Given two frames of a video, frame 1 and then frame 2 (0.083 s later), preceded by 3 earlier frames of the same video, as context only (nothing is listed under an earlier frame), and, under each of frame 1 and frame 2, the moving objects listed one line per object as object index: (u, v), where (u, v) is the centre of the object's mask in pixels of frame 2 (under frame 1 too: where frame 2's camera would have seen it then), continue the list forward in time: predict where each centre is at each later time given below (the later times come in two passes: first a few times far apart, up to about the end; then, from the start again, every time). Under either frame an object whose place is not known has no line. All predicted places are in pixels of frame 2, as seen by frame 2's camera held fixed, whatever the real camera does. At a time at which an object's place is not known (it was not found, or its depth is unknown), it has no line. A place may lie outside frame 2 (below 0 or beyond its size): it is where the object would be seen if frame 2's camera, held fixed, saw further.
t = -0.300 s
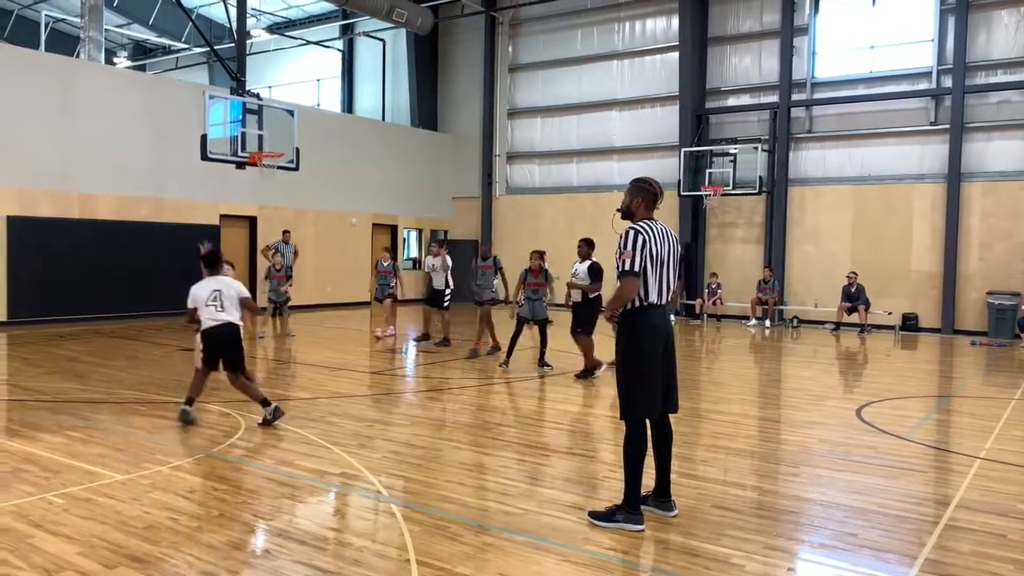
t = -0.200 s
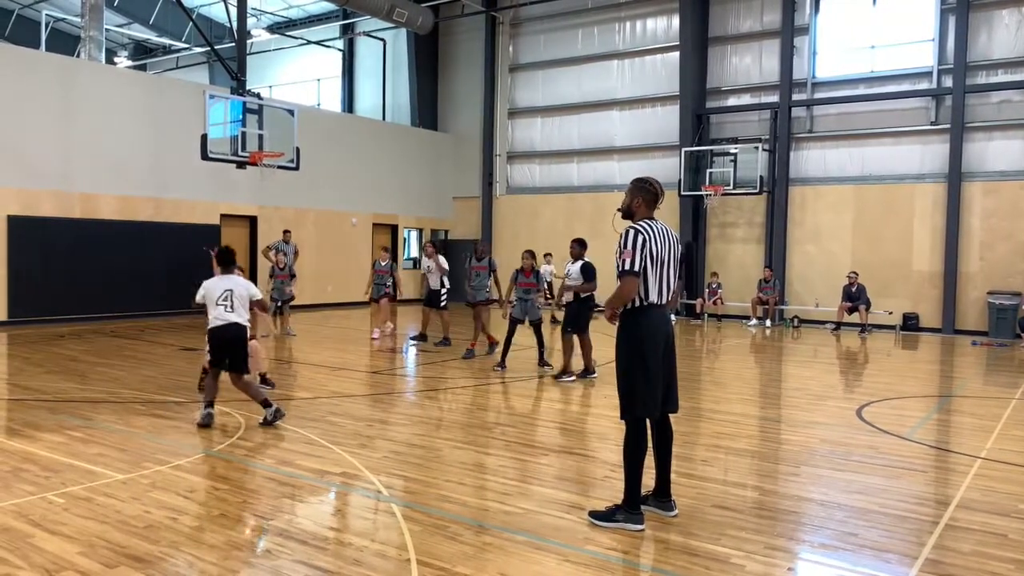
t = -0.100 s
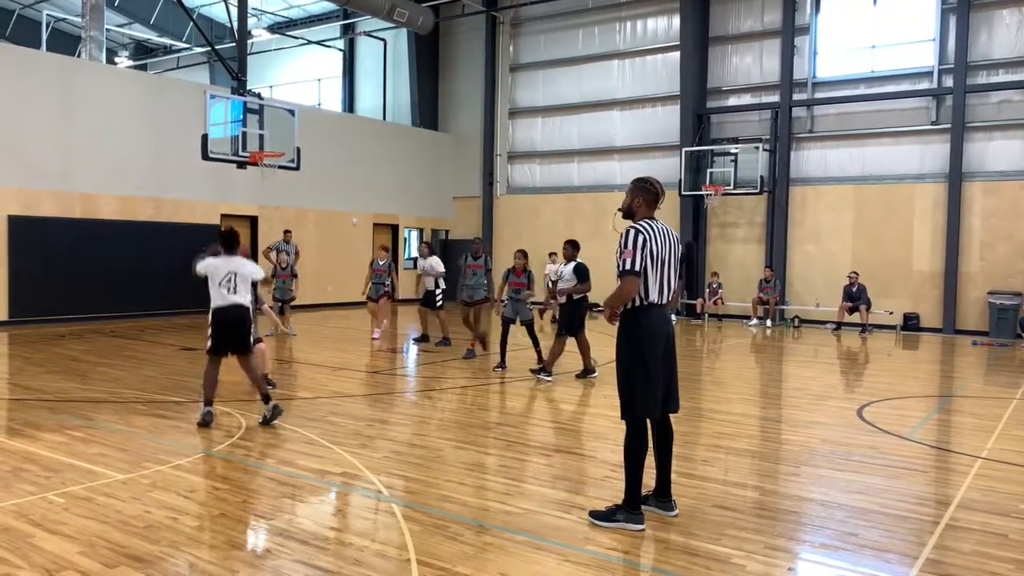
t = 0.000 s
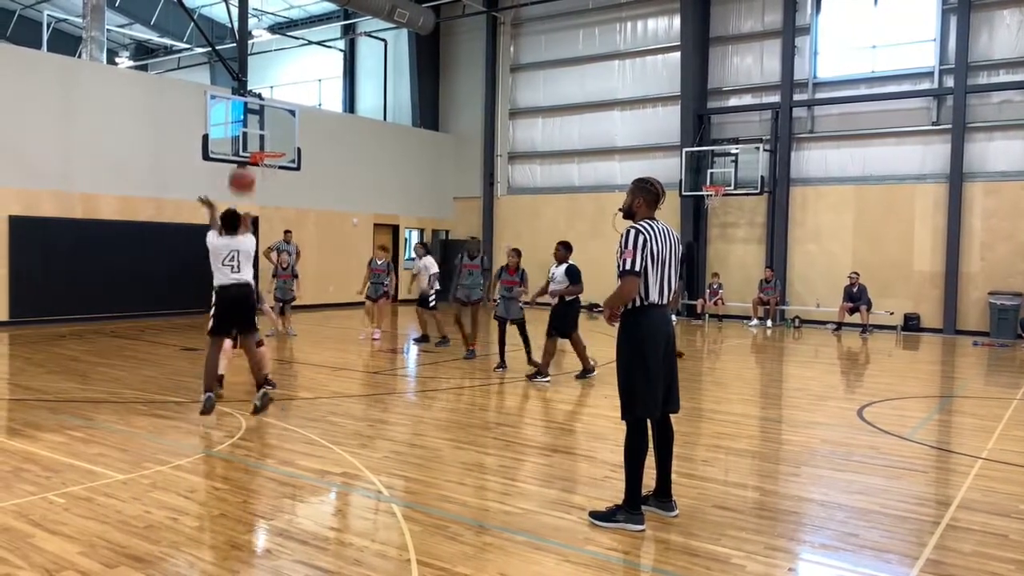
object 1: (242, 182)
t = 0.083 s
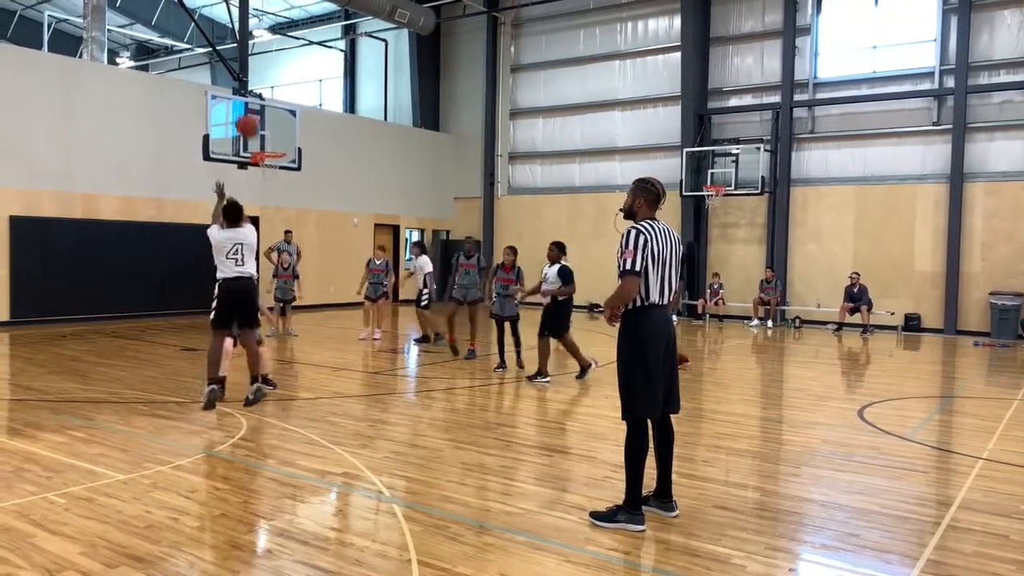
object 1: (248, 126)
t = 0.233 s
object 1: (255, 56)
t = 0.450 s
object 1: (265, 9)
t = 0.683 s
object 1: (272, 6)
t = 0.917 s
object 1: (276, 40)
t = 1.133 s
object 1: (278, 95)
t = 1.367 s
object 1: (282, 152)
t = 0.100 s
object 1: (249, 116)
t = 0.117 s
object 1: (250, 109)
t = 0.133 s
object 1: (251, 100)
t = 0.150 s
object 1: (252, 90)
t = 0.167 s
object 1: (251, 83)
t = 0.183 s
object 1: (253, 75)
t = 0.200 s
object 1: (254, 68)
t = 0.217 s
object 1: (254, 62)
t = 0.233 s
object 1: (255, 56)
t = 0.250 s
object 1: (257, 50)
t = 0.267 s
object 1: (257, 46)
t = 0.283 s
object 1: (258, 40)
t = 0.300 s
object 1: (259, 36)
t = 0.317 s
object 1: (259, 31)
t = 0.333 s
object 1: (260, 27)
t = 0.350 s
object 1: (262, 24)
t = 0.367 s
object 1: (263, 20)
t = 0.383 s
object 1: (263, 18)
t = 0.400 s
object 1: (263, 15)
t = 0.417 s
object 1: (264, 12)
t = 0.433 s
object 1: (265, 10)
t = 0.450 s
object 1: (265, 9)
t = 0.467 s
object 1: (266, 8)
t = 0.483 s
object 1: (267, 7)
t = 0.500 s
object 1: (267, 6)
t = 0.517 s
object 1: (268, 6)
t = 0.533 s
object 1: (268, 6)
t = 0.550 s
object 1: (269, 5)
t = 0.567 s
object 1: (269, 5)
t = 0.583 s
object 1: (270, 5)
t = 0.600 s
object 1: (270, 5)
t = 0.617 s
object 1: (271, 5)
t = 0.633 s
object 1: (271, 6)
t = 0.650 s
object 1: (272, 6)
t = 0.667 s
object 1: (272, 6)
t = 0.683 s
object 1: (272, 6)
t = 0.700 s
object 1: (272, 7)
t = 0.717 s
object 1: (273, 9)
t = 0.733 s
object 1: (273, 11)
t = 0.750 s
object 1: (274, 13)
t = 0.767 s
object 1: (274, 15)
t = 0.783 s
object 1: (274, 17)
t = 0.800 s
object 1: (274, 18)
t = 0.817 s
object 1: (274, 20)
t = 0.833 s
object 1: (275, 23)
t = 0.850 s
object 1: (276, 27)
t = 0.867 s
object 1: (277, 30)
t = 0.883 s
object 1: (277, 32)
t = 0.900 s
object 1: (276, 36)
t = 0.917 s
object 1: (276, 40)
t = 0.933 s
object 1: (276, 44)
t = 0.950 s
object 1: (277, 47)
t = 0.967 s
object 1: (277, 51)
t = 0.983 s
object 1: (277, 54)
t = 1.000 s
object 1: (277, 58)
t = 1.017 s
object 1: (277, 63)
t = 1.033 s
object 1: (277, 67)
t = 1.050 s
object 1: (277, 72)
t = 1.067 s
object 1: (277, 76)
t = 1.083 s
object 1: (277, 80)
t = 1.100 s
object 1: (277, 84)
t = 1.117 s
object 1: (277, 89)
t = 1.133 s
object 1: (278, 95)
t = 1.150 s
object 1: (278, 101)
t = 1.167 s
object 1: (277, 106)
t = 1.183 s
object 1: (277, 111)
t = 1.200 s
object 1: (278, 116)
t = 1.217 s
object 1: (278, 121)
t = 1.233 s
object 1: (278, 126)
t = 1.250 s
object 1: (278, 132)
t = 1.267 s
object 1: (278, 137)
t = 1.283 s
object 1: (278, 144)
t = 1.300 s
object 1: (279, 148)
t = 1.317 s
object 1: (279, 149)
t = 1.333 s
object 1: (279, 151)
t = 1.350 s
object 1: (281, 151)
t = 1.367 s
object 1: (282, 152)
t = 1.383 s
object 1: (287, 153)
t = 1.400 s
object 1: (290, 154)
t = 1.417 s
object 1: (292, 154)
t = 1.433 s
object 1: (295, 155)
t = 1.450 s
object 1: (296, 155)
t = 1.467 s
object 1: (300, 156)
